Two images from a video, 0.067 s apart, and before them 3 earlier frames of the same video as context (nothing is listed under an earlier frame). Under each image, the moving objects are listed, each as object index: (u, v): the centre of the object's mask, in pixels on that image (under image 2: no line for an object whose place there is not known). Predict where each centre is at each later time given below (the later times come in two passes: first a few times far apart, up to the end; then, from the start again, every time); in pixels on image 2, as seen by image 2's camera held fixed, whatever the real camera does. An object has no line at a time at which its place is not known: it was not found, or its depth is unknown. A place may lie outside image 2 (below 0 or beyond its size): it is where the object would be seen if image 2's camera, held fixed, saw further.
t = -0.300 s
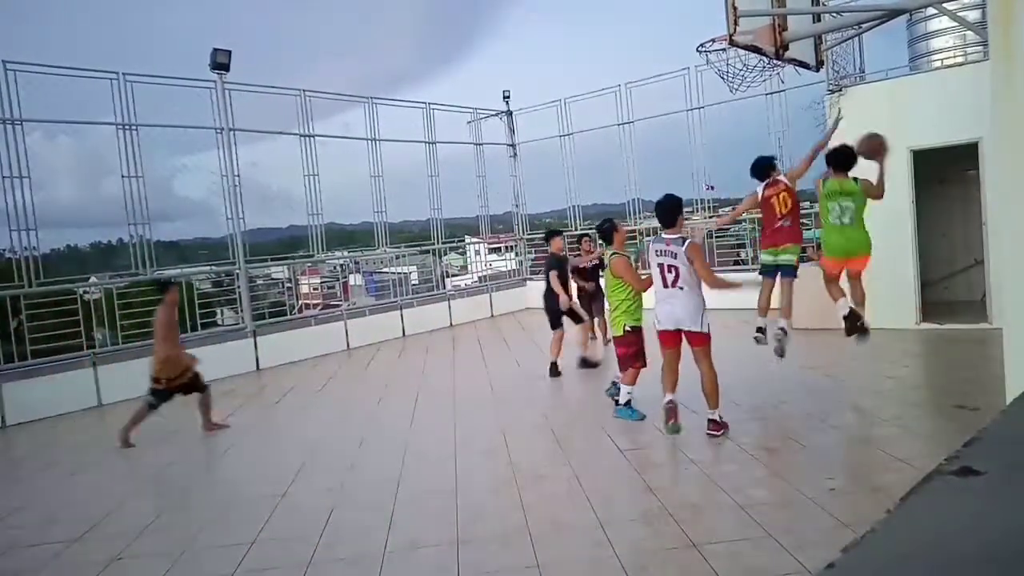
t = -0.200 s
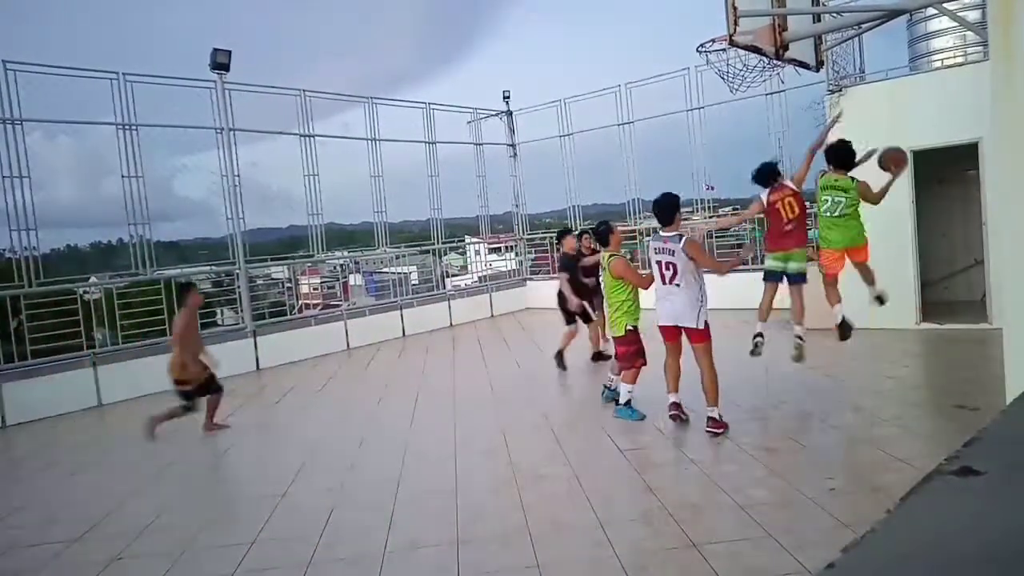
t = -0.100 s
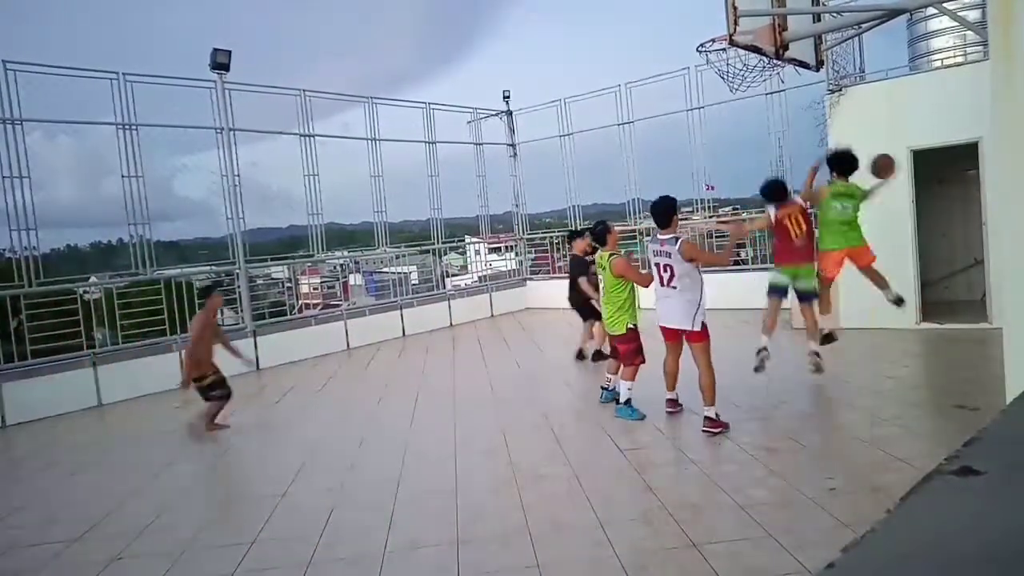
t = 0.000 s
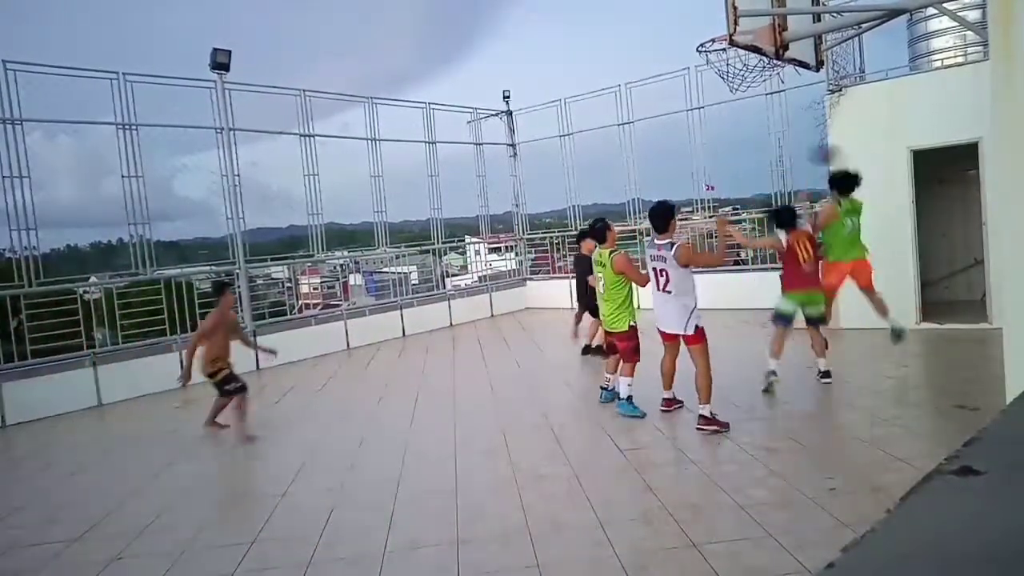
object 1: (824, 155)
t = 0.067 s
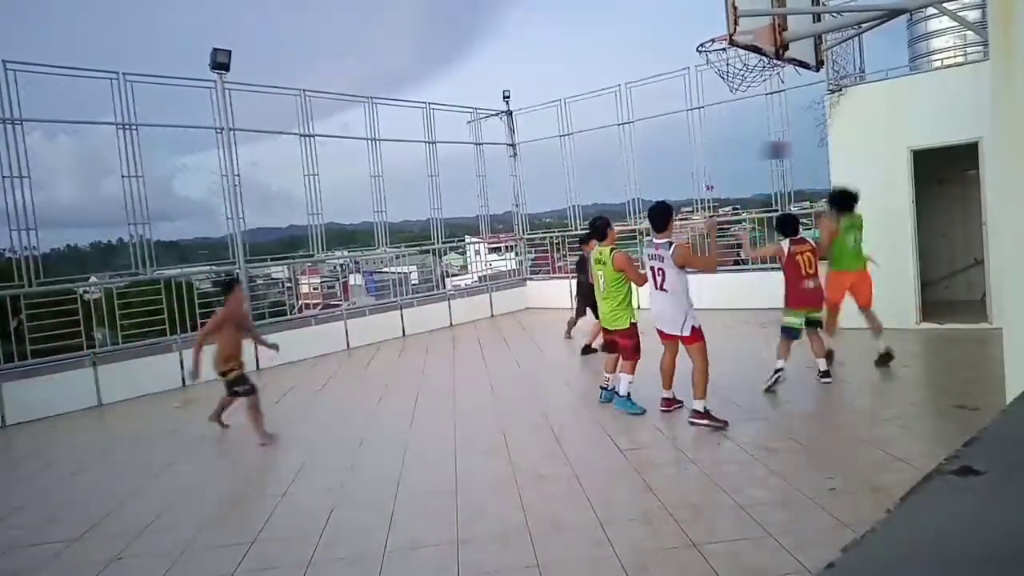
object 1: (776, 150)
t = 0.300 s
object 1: (648, 162)
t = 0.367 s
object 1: (621, 170)
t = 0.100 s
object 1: (753, 150)
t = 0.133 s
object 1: (733, 150)
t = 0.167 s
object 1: (713, 151)
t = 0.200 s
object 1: (694, 153)
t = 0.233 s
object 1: (678, 155)
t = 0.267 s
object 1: (661, 158)
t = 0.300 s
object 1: (648, 162)
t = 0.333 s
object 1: (634, 165)
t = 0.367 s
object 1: (621, 170)
